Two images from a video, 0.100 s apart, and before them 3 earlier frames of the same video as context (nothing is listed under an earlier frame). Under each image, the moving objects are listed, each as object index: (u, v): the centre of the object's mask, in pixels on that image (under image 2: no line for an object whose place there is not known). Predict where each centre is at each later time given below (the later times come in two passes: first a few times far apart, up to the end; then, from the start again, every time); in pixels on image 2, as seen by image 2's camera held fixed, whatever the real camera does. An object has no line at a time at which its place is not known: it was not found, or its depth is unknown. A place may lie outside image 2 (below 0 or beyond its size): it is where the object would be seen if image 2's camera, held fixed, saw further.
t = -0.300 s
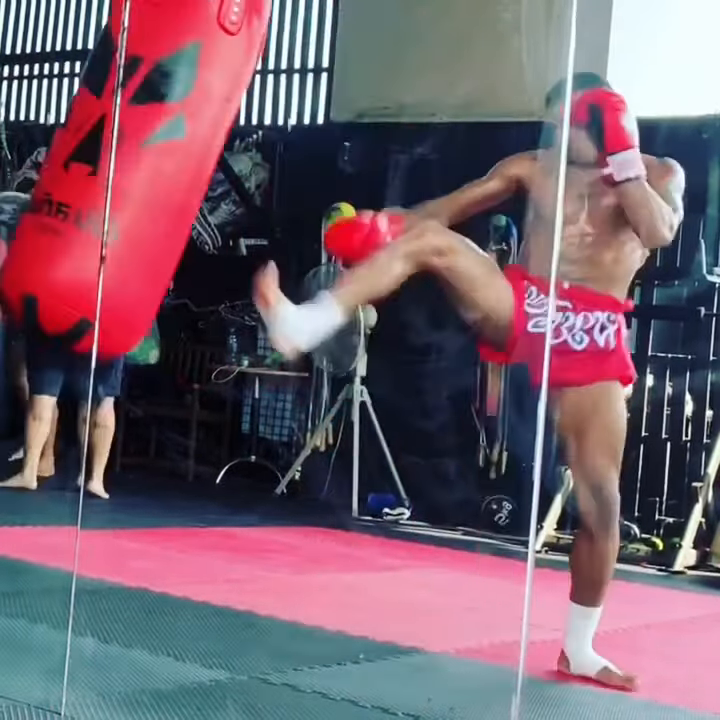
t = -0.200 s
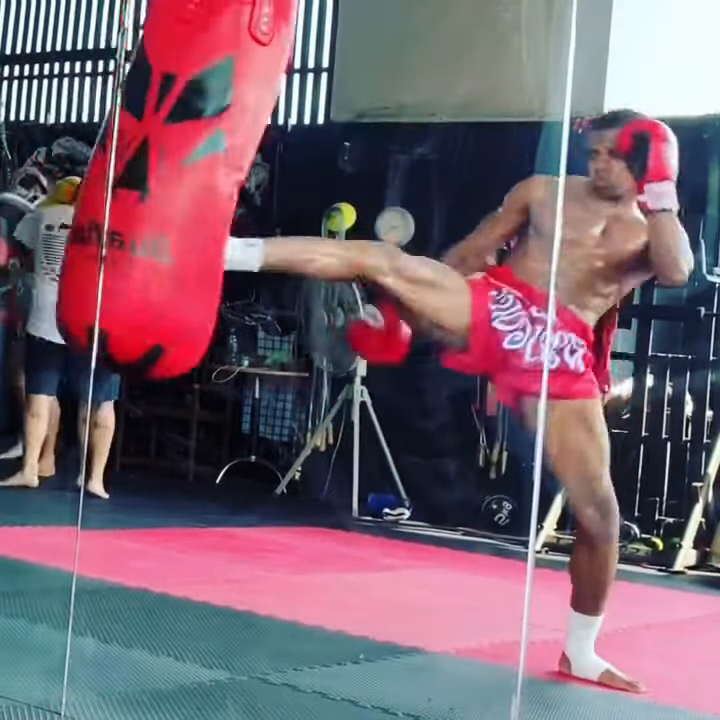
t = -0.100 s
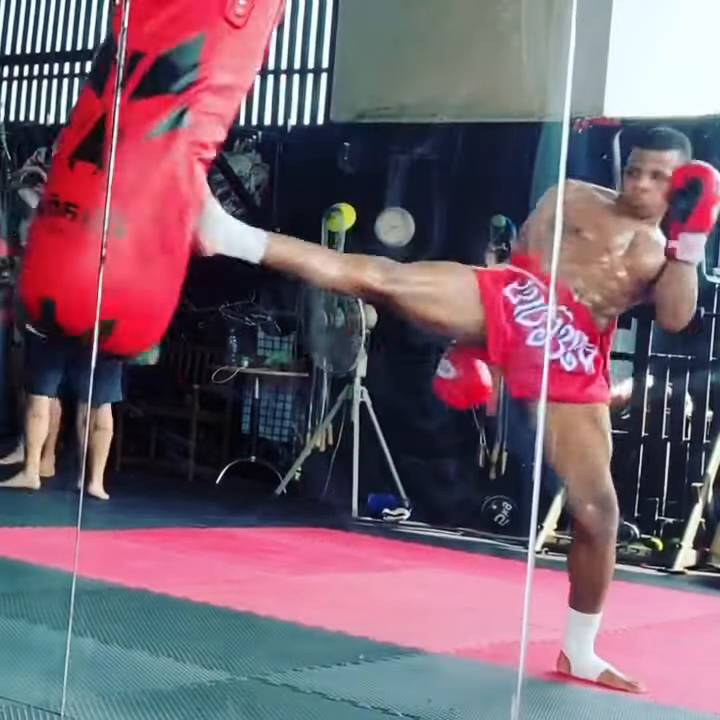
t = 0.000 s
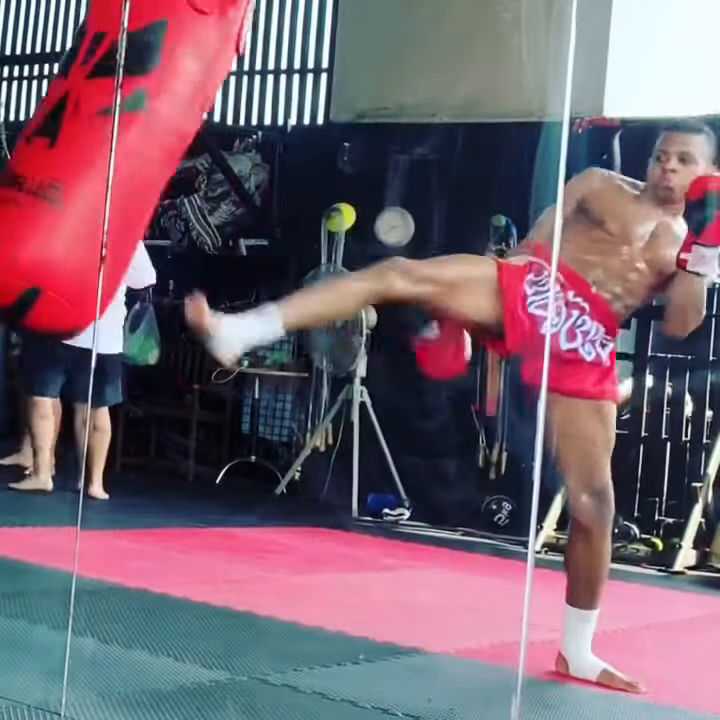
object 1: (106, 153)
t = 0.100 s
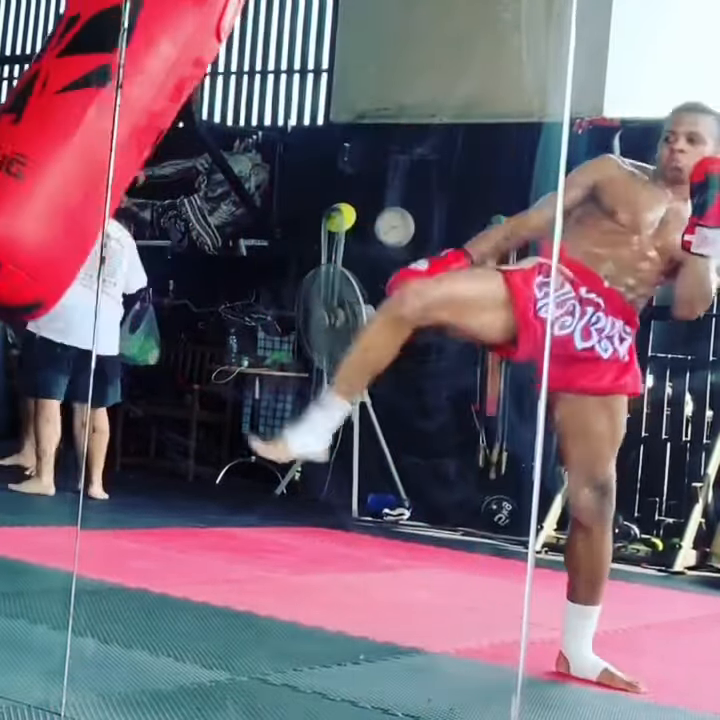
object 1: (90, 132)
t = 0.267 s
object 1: (82, 119)
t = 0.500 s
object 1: (108, 156)
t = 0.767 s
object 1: (227, 192)
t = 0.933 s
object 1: (310, 195)
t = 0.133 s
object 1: (87, 126)
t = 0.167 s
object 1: (85, 122)
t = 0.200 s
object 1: (83, 120)
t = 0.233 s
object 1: (83, 119)
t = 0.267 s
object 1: (82, 119)
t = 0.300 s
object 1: (83, 121)
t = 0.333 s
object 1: (85, 124)
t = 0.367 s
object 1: (87, 128)
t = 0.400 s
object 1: (90, 135)
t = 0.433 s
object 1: (95, 141)
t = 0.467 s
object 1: (100, 149)
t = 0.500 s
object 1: (108, 156)
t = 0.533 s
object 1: (117, 164)
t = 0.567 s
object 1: (128, 171)
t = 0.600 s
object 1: (144, 176)
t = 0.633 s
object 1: (160, 180)
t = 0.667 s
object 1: (187, 174)
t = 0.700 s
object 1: (196, 183)
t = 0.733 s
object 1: (210, 189)
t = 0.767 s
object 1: (227, 192)
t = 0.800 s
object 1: (244, 194)
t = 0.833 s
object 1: (261, 196)
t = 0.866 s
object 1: (278, 196)
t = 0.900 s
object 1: (294, 196)
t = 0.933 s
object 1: (310, 195)
